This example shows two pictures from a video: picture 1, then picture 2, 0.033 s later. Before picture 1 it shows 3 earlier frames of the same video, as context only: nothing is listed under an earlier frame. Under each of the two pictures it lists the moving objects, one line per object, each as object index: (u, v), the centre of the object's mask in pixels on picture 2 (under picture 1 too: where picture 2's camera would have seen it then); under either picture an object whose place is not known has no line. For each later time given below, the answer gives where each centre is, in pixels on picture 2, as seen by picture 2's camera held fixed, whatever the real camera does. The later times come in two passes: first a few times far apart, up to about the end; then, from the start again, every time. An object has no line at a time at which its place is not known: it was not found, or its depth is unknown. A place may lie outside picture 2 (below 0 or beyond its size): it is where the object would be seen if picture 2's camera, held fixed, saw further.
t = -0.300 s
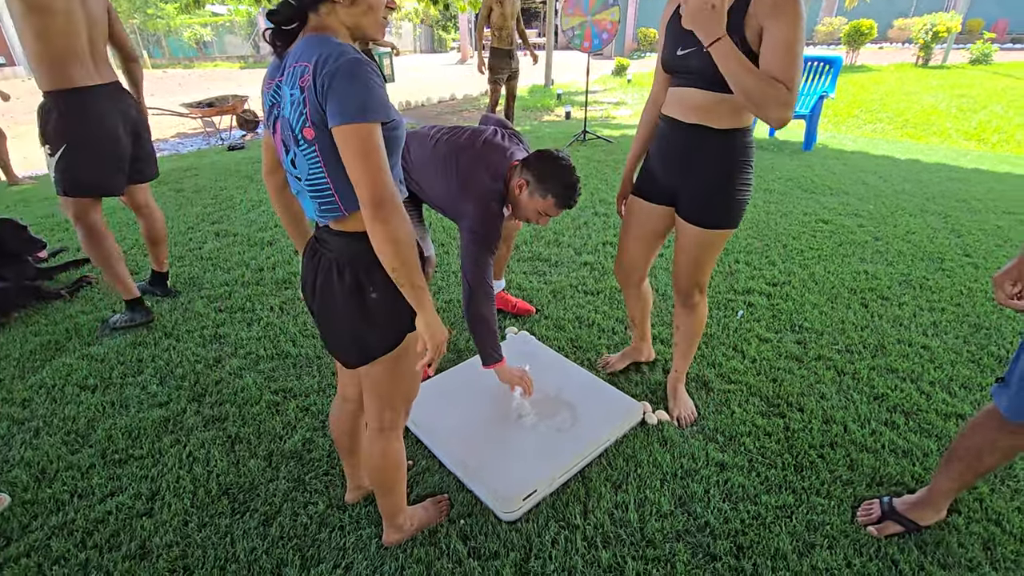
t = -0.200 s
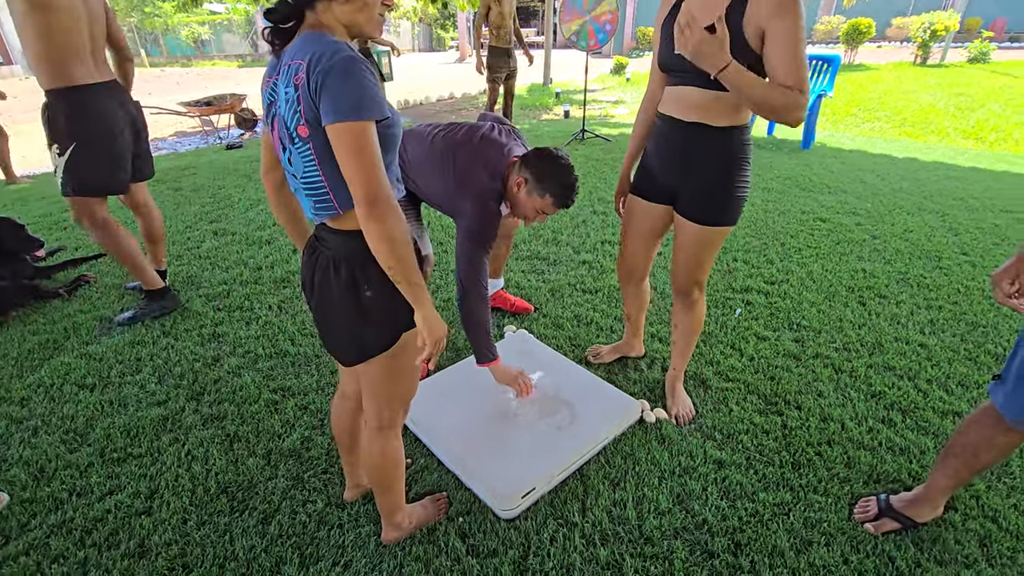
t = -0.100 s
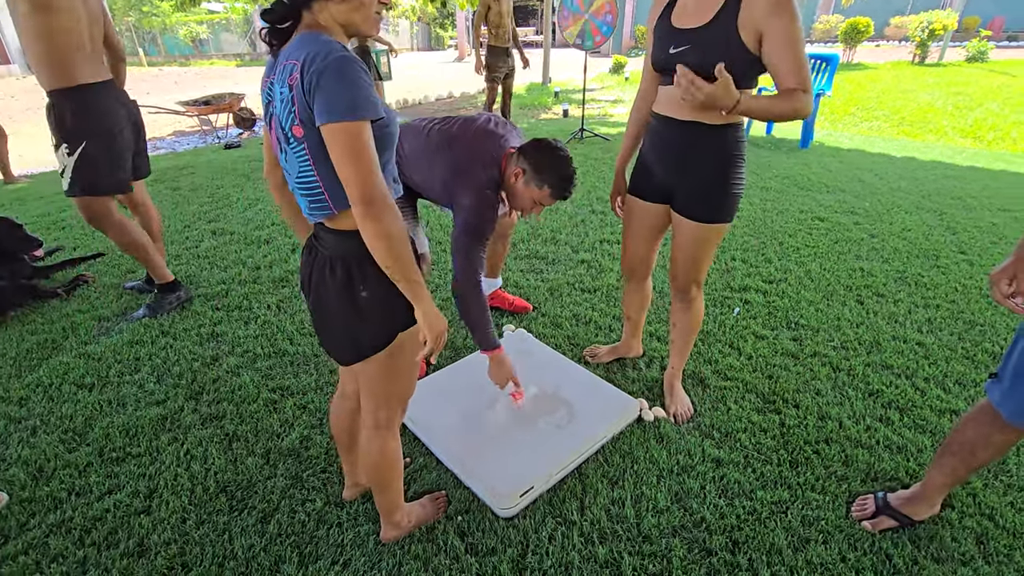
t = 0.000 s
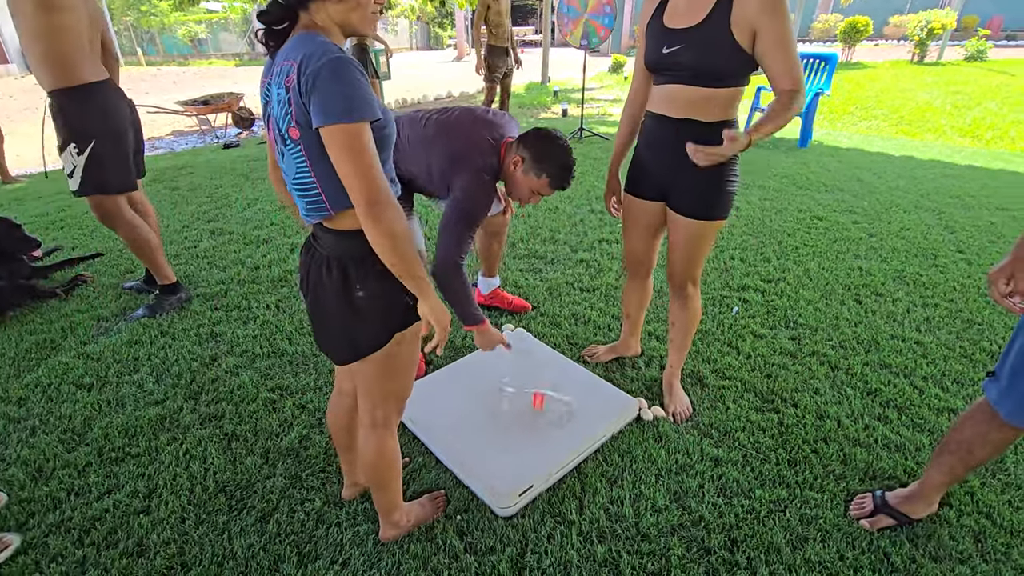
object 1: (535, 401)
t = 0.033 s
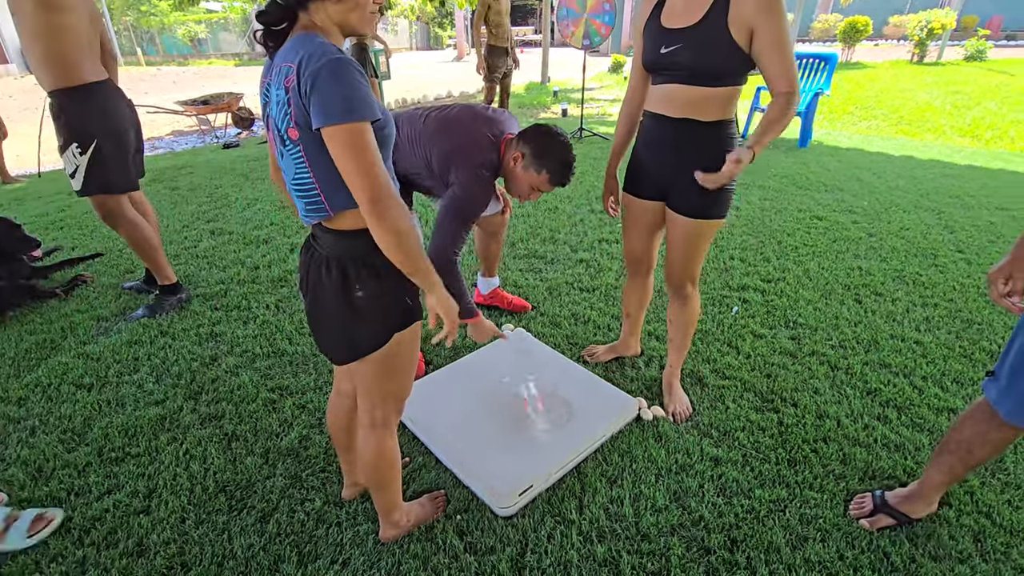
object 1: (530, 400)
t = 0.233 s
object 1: (540, 399)
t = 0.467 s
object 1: (540, 399)
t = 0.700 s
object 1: (534, 404)
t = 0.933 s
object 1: (534, 399)
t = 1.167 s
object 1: (540, 395)
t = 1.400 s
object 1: (534, 402)
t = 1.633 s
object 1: (537, 402)
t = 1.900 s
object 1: (538, 398)
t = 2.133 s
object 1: (539, 402)
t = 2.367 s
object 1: (531, 404)
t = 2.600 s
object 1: (525, 402)
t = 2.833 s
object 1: (524, 396)
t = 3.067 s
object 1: (530, 397)
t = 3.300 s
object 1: (531, 398)
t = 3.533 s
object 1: (530, 398)
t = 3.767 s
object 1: (536, 406)
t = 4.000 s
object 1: (536, 399)
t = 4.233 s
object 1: (538, 404)
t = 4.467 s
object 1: (531, 398)
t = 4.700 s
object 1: (530, 398)
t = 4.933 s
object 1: (533, 396)
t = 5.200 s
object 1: (533, 395)
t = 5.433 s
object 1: (525, 399)
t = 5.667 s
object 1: (521, 394)
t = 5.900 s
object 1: (528, 397)
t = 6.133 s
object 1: (525, 402)
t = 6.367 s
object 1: (529, 401)
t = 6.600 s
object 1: (526, 397)
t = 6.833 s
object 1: (522, 396)
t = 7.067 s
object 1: (525, 395)
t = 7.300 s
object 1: (527, 396)
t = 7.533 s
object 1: (529, 395)
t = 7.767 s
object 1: (530, 400)
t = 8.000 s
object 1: (525, 400)
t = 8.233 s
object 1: (529, 395)
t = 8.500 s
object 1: (527, 398)
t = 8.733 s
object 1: (526, 397)
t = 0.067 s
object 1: (529, 396)
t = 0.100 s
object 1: (528, 396)
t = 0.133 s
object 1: (538, 399)
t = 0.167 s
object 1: (549, 400)
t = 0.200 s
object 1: (537, 404)
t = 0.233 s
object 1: (540, 399)
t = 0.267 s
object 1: (527, 395)
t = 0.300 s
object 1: (540, 397)
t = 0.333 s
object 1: (544, 402)
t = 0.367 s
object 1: (536, 401)
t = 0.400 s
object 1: (540, 399)
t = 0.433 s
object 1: (530, 395)
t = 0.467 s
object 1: (540, 399)
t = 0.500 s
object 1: (543, 404)
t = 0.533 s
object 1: (536, 402)
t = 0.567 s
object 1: (541, 398)
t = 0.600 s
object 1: (528, 394)
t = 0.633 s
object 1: (539, 396)
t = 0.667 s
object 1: (544, 405)
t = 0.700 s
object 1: (534, 404)
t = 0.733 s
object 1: (540, 397)
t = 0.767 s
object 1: (528, 396)
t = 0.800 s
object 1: (535, 395)
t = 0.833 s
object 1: (541, 396)
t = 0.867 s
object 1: (535, 405)
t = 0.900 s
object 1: (527, 412)
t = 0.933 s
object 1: (534, 399)
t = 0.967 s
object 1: (534, 392)
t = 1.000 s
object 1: (538, 396)
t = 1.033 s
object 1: (537, 402)
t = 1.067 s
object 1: (527, 407)
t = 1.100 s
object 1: (529, 402)
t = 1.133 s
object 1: (531, 395)
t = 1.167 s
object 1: (540, 395)
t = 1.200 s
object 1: (539, 404)
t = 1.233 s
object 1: (532, 401)
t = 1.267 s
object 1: (536, 399)
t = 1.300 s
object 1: (529, 397)
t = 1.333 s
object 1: (538, 397)
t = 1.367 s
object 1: (544, 403)
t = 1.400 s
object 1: (534, 402)
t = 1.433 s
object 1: (535, 409)
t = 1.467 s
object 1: (531, 401)
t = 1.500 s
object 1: (532, 399)
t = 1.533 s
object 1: (540, 398)
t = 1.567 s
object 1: (538, 401)
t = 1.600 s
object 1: (532, 403)
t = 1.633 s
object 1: (537, 402)
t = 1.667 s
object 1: (532, 401)
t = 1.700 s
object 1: (536, 395)
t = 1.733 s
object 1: (542, 405)
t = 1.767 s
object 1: (536, 404)
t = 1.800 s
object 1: (526, 409)
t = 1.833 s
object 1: (524, 398)
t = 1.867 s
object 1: (531, 397)
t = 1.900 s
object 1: (538, 398)
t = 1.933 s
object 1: (539, 403)
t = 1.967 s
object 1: (532, 403)
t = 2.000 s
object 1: (534, 409)
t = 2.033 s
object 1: (525, 401)
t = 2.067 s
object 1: (532, 404)
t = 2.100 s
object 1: (550, 397)
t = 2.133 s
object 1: (539, 402)
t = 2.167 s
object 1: (531, 403)
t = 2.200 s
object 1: (538, 400)
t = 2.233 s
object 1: (526, 397)
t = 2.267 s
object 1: (532, 399)
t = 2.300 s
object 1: (552, 401)
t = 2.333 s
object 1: (538, 403)
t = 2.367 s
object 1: (531, 404)
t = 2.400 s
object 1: (525, 403)
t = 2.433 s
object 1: (526, 397)
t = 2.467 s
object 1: (531, 400)
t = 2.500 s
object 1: (541, 399)
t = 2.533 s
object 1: (539, 406)
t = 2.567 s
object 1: (529, 401)
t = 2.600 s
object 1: (525, 402)
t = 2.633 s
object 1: (526, 397)
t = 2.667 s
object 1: (535, 397)
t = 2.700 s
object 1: (537, 398)
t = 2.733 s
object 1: (539, 406)
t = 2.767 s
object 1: (529, 403)
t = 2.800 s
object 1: (526, 405)
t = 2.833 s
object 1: (524, 396)
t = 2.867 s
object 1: (532, 398)
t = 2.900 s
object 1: (535, 398)
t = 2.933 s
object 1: (541, 405)
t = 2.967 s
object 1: (530, 402)
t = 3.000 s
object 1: (532, 398)
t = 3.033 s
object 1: (524, 397)
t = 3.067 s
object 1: (530, 397)
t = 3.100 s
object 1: (540, 398)
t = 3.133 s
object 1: (535, 406)
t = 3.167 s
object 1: (532, 401)
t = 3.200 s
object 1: (520, 406)
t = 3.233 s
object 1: (524, 401)
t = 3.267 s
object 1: (529, 397)
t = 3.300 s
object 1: (531, 398)
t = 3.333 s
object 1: (530, 399)
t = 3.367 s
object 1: (534, 401)
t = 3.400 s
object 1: (529, 401)
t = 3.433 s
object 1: (532, 399)
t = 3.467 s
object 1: (522, 396)
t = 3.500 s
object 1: (530, 393)
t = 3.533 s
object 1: (530, 398)
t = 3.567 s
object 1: (531, 399)
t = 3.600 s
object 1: (531, 401)
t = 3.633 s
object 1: (526, 402)
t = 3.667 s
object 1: (520, 398)
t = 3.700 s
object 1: (526, 398)
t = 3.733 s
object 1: (529, 398)
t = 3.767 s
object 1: (536, 406)
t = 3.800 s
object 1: (534, 404)
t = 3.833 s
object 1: (528, 401)
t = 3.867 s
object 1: (531, 397)
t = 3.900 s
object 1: (527, 399)
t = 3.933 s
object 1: (526, 395)
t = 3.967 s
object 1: (531, 396)
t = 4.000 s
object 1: (536, 399)
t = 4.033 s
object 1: (536, 403)
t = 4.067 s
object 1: (528, 406)
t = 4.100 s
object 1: (534, 400)
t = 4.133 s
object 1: (519, 398)
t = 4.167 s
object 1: (523, 397)
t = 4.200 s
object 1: (535, 394)
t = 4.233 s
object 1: (538, 404)
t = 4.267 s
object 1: (535, 401)
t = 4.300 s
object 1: (528, 403)
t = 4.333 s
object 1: (537, 398)
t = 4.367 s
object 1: (514, 399)
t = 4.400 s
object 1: (525, 397)
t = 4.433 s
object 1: (530, 394)
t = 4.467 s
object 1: (531, 398)
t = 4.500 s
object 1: (531, 401)
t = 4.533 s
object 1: (528, 402)
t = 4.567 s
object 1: (516, 410)
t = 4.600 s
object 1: (516, 397)
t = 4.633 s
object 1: (520, 395)
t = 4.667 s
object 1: (527, 399)
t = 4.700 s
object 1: (530, 398)
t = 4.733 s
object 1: (542, 404)
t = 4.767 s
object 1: (530, 403)
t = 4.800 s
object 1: (523, 404)
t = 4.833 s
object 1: (523, 402)
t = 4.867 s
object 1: (524, 402)
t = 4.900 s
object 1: (526, 398)
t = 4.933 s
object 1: (533, 396)
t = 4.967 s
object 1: (541, 397)
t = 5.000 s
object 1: (533, 401)
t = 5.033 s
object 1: (527, 402)
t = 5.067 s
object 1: (520, 405)
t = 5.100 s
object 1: (521, 401)
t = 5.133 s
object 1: (521, 396)
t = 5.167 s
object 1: (527, 399)
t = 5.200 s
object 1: (533, 395)
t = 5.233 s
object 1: (533, 398)
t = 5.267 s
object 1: (531, 401)
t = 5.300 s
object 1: (527, 396)
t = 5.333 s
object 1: (533, 397)
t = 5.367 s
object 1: (521, 399)
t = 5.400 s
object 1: (520, 395)
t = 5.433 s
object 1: (525, 399)
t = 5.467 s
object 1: (530, 400)
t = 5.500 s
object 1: (531, 397)
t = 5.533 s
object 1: (531, 403)
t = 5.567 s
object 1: (525, 400)
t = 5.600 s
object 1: (531, 395)
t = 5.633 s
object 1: (532, 400)
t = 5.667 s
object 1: (521, 394)
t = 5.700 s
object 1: (527, 393)
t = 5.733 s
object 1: (532, 395)
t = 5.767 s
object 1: (538, 398)
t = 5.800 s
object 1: (530, 400)
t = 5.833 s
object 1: (524, 400)
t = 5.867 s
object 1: (530, 396)
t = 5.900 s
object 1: (528, 397)
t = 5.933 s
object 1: (516, 393)
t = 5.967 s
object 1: (525, 393)
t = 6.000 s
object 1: (530, 395)
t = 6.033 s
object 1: (535, 397)
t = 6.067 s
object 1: (527, 400)
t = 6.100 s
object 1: (526, 401)
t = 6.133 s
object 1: (525, 402)
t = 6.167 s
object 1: (528, 397)
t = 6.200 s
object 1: (526, 396)
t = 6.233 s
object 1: (522, 395)
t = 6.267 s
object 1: (524, 397)
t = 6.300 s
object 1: (537, 398)
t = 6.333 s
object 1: (544, 403)
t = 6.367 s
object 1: (529, 401)
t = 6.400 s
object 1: (524, 400)
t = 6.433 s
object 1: (528, 399)
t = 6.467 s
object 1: (528, 398)
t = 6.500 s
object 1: (520, 394)
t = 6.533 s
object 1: (526, 397)
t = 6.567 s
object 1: (527, 395)
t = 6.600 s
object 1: (526, 397)
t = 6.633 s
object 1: (533, 400)
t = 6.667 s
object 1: (525, 398)
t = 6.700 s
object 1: (522, 400)
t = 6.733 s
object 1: (528, 398)
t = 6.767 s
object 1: (532, 397)
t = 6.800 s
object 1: (524, 393)
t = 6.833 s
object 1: (522, 396)
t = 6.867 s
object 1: (527, 393)
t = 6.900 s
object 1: (531, 396)
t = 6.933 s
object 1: (536, 403)
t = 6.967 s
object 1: (528, 404)
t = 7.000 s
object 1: (525, 402)
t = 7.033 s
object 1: (528, 396)
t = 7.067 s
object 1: (525, 395)
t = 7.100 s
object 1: (516, 394)
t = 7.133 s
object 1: (520, 397)
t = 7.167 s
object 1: (524, 399)
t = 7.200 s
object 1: (531, 397)
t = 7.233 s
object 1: (544, 398)
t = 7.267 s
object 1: (539, 403)
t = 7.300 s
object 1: (527, 396)
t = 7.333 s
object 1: (522, 403)
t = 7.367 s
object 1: (529, 395)
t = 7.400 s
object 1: (527, 398)
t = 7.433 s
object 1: (521, 397)
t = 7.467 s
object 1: (524, 399)
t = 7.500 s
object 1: (523, 398)
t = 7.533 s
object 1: (529, 395)
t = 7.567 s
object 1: (543, 396)
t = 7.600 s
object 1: (532, 399)
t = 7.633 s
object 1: (525, 399)
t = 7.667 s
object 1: (523, 401)
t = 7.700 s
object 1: (521, 399)
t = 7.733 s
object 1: (525, 400)
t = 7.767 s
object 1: (530, 400)
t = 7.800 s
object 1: (522, 398)
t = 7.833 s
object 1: (523, 398)
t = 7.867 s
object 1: (524, 397)
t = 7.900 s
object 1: (527, 396)
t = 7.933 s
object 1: (533, 398)
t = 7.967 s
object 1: (529, 401)
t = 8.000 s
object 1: (525, 400)
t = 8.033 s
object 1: (522, 401)
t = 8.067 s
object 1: (521, 400)
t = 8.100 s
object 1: (529, 398)
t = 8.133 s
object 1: (519, 398)
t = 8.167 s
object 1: (523, 398)
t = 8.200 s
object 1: (525, 393)
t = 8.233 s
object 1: (529, 395)
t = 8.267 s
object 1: (530, 396)
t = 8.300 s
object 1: (534, 401)
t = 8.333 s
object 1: (528, 400)
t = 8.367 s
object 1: (525, 399)
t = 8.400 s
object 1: (522, 400)
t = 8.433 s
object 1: (525, 398)
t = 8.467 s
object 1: (526, 397)
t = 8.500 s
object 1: (527, 398)
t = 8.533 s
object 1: (522, 395)
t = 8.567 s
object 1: (523, 395)
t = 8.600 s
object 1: (527, 395)
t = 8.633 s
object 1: (525, 397)
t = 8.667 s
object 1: (529, 397)
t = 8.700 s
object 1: (528, 397)
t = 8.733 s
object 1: (526, 397)
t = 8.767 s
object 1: (524, 396)
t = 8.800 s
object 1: (520, 402)
